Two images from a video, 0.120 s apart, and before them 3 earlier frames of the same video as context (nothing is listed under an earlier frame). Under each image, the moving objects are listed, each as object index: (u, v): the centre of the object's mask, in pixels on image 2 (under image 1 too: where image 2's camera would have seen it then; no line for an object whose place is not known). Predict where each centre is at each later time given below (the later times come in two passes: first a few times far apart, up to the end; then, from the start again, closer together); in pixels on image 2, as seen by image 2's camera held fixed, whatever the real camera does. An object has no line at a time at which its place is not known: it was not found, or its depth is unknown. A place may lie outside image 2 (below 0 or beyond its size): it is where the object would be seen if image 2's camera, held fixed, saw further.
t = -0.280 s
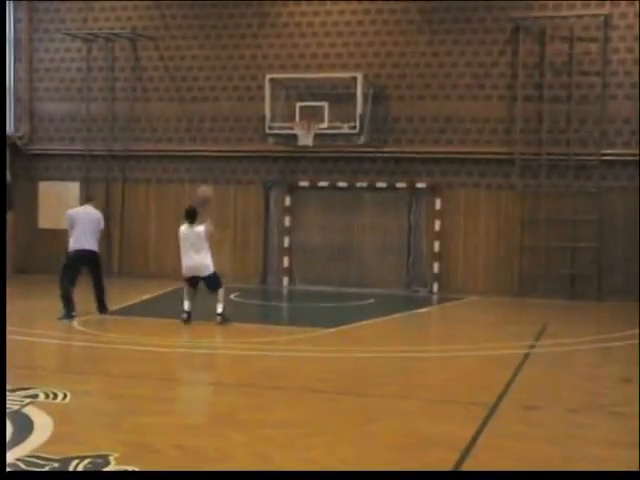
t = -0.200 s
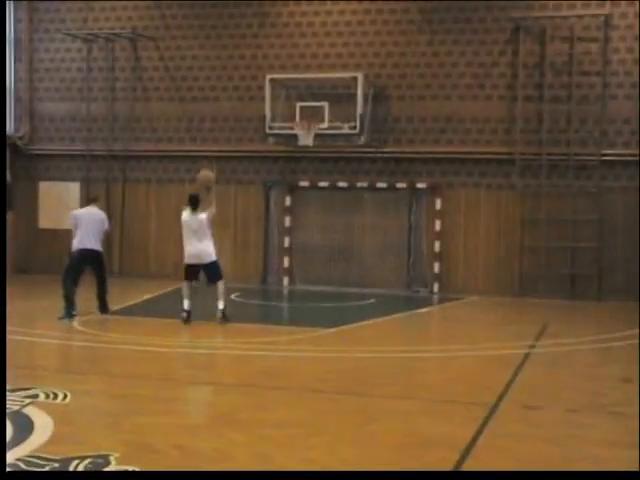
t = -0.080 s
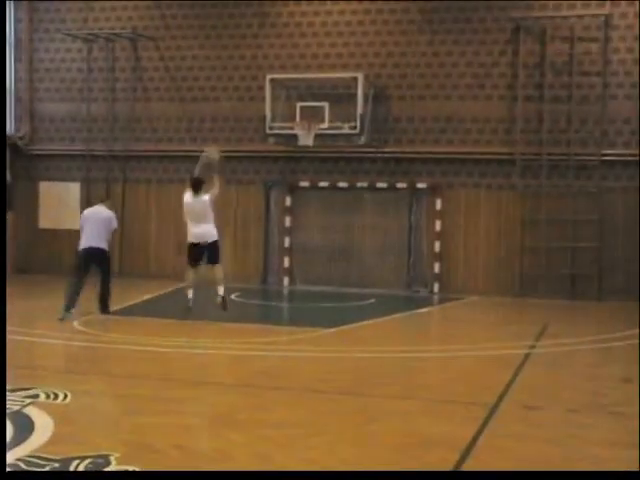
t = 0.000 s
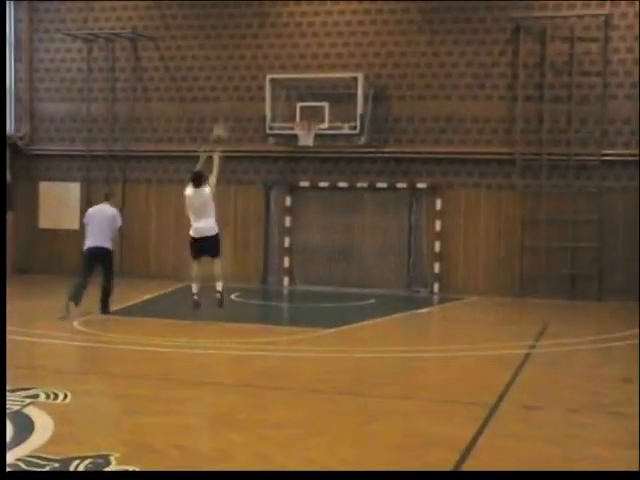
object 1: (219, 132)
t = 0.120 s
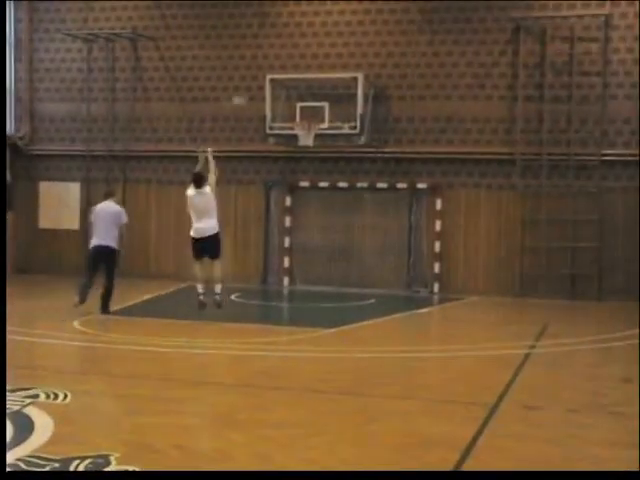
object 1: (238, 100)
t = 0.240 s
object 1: (249, 84)
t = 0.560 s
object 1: (291, 83)
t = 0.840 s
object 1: (314, 107)
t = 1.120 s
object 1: (339, 99)
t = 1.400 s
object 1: (362, 136)
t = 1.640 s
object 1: (379, 198)
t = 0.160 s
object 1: (240, 93)
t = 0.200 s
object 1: (247, 88)
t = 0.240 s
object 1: (249, 84)
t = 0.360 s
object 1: (268, 74)
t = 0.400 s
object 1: (273, 73)
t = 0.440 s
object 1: (272, 73)
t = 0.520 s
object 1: (286, 81)
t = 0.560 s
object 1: (291, 83)
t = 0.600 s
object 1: (296, 87)
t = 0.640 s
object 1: (299, 92)
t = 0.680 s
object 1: (303, 97)
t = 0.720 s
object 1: (307, 101)
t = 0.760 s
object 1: (310, 110)
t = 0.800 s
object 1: (313, 110)
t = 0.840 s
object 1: (314, 107)
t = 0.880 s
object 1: (322, 102)
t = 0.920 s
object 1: (324, 99)
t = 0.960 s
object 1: (325, 98)
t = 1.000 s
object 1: (330, 96)
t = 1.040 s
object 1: (333, 96)
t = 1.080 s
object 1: (337, 97)
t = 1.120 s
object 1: (339, 99)
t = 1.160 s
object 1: (343, 100)
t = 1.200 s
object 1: (346, 103)
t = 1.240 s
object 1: (348, 108)
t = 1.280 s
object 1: (351, 112)
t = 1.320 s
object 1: (354, 118)
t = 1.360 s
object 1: (356, 125)
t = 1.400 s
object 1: (362, 136)
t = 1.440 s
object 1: (366, 144)
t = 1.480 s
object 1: (367, 153)
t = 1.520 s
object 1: (370, 163)
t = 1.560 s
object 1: (373, 173)
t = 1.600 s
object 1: (377, 185)
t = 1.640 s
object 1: (379, 198)
